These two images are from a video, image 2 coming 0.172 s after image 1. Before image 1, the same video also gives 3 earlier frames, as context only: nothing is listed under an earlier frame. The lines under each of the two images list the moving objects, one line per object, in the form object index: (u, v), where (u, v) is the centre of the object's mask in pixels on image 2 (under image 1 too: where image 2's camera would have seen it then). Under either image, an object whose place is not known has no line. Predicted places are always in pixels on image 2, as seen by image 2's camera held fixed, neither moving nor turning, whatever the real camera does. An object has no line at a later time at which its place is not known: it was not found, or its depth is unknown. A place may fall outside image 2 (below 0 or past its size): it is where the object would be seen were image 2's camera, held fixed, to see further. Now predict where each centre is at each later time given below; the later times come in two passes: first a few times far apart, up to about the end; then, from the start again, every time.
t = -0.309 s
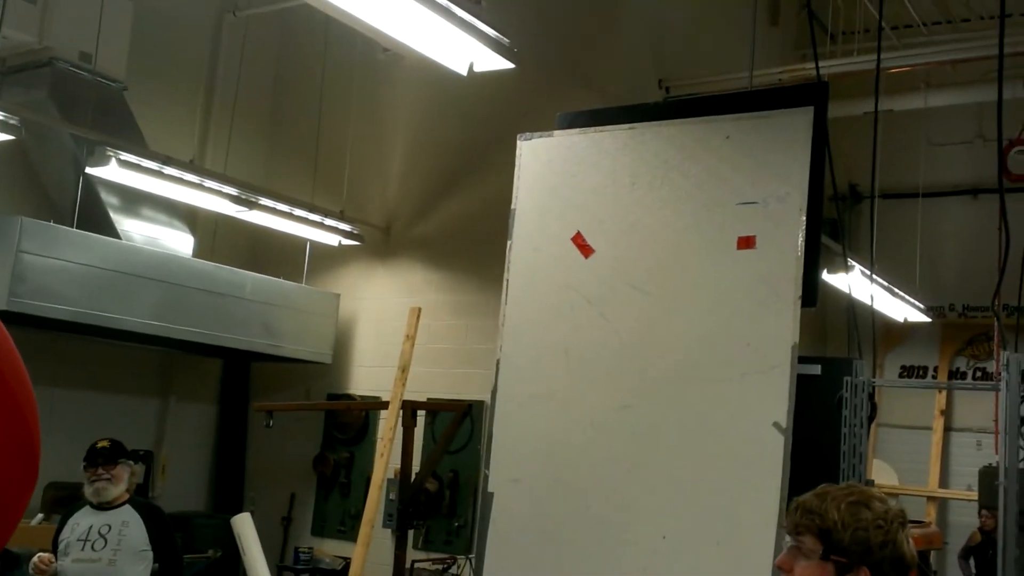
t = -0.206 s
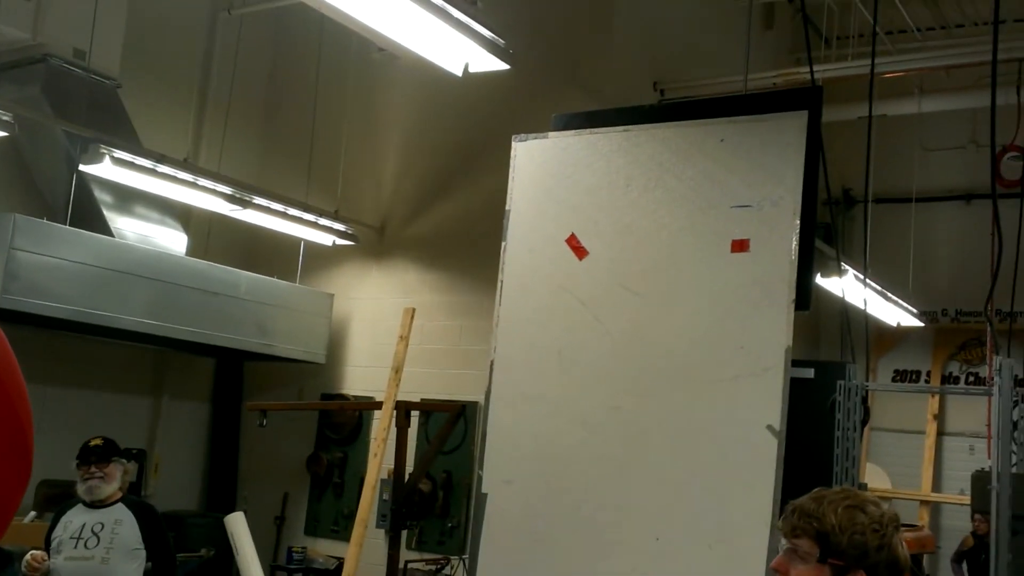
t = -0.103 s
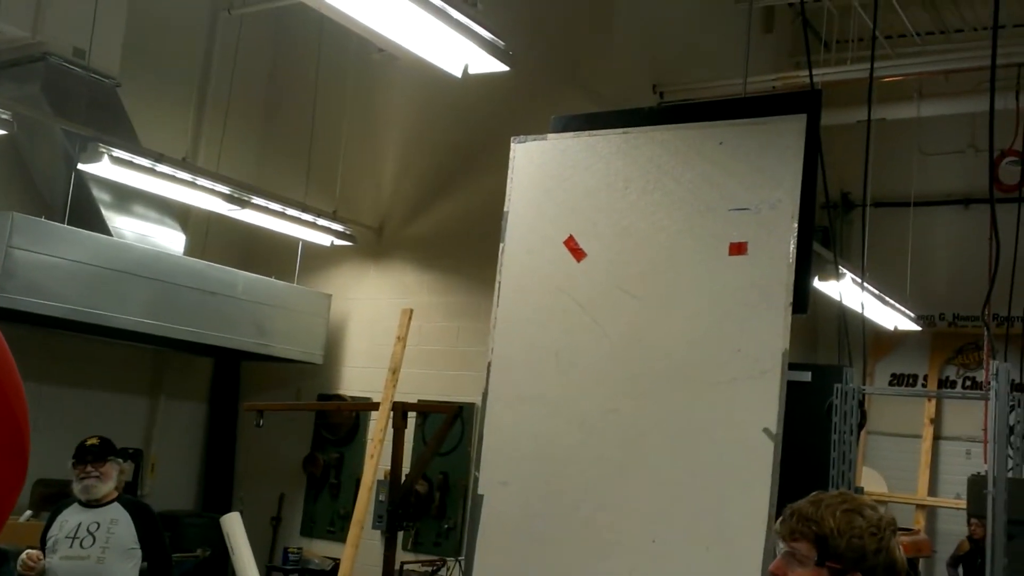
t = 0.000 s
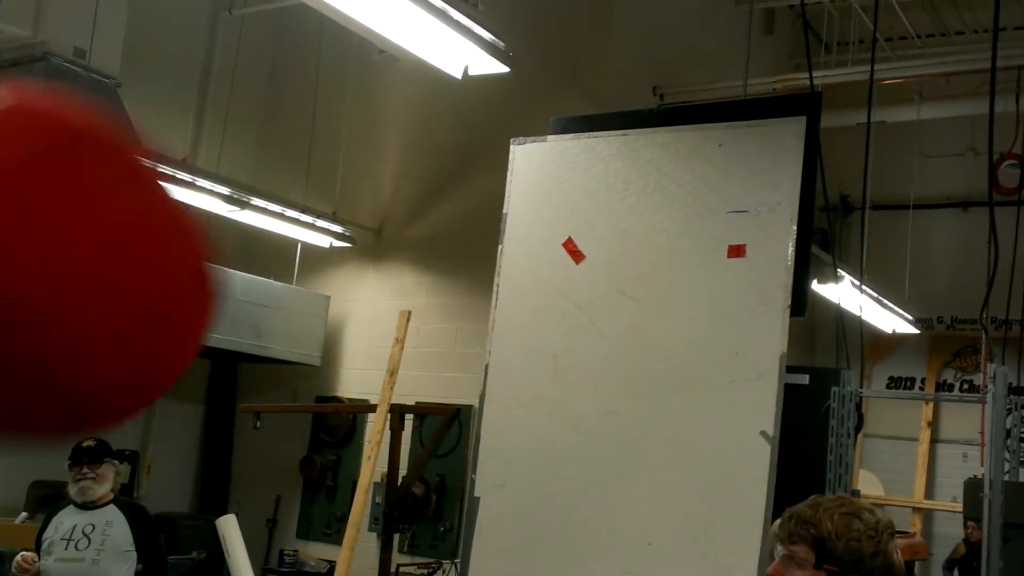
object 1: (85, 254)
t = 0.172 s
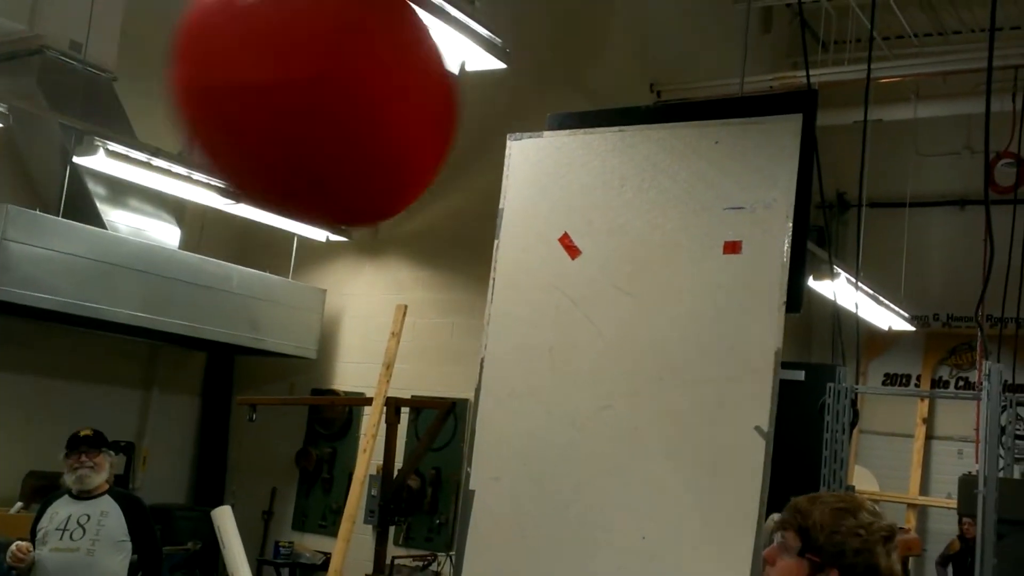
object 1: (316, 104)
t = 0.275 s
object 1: (430, 85)
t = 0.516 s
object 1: (588, 121)
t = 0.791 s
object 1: (462, 167)
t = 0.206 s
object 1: (356, 95)
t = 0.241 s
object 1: (395, 88)
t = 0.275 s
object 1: (430, 85)
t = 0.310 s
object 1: (460, 87)
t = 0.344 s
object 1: (486, 87)
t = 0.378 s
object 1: (512, 92)
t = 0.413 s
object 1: (534, 100)
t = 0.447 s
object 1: (555, 102)
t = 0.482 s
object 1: (572, 107)
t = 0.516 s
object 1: (588, 121)
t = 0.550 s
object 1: (602, 138)
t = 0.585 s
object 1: (592, 135)
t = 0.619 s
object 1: (577, 129)
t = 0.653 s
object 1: (560, 129)
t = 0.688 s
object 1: (543, 133)
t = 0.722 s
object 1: (524, 136)
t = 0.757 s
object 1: (507, 142)
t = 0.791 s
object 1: (462, 167)
